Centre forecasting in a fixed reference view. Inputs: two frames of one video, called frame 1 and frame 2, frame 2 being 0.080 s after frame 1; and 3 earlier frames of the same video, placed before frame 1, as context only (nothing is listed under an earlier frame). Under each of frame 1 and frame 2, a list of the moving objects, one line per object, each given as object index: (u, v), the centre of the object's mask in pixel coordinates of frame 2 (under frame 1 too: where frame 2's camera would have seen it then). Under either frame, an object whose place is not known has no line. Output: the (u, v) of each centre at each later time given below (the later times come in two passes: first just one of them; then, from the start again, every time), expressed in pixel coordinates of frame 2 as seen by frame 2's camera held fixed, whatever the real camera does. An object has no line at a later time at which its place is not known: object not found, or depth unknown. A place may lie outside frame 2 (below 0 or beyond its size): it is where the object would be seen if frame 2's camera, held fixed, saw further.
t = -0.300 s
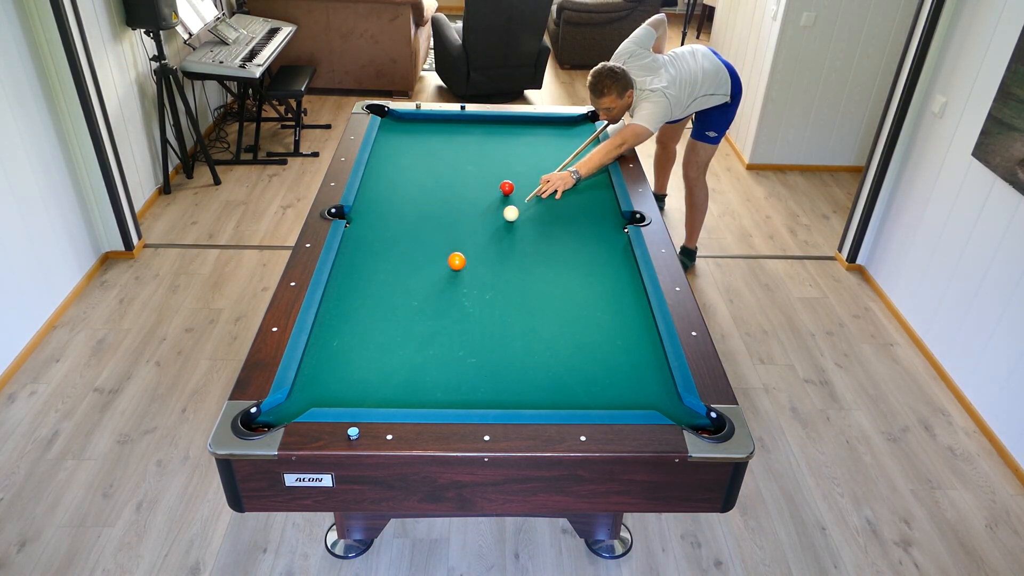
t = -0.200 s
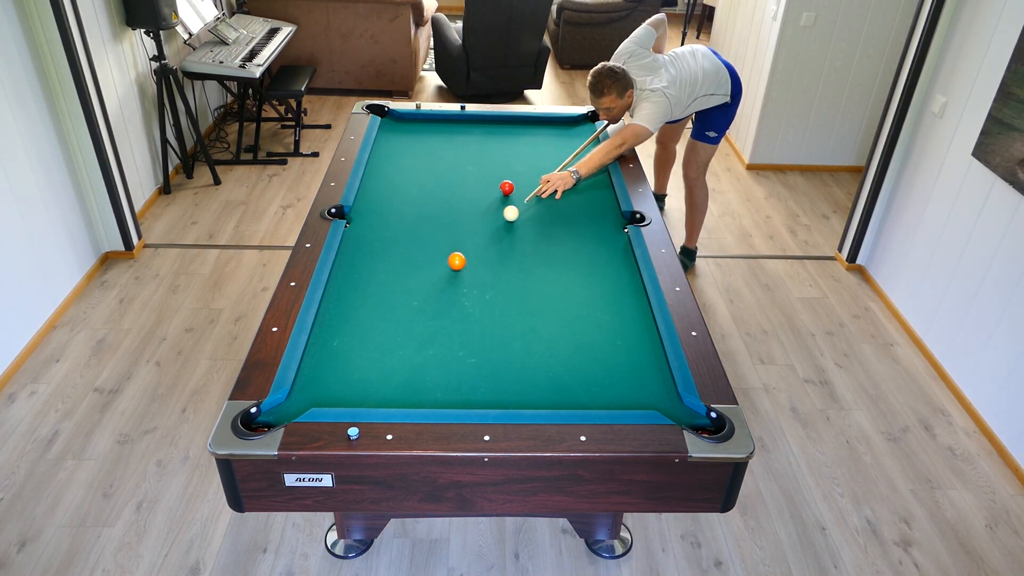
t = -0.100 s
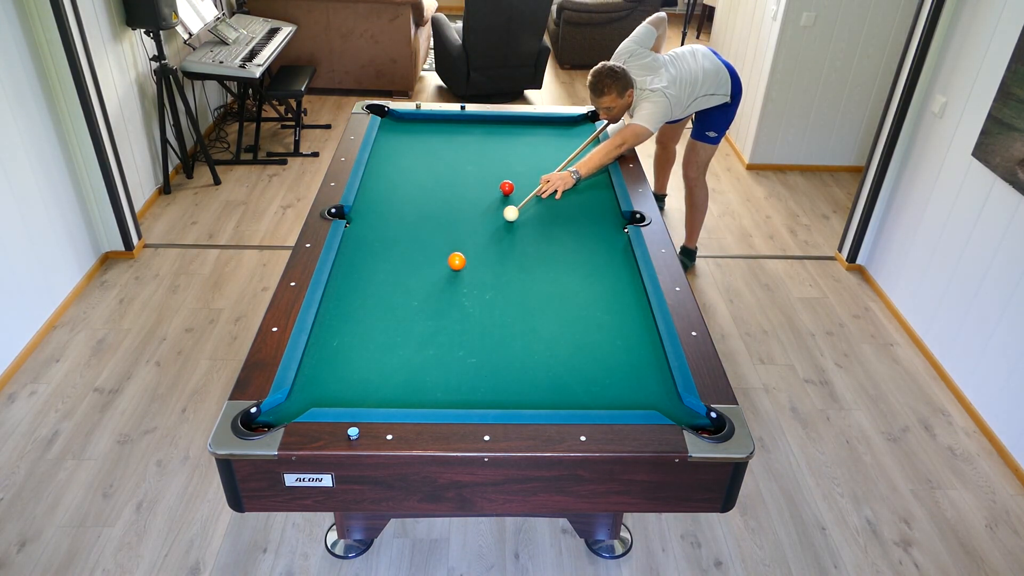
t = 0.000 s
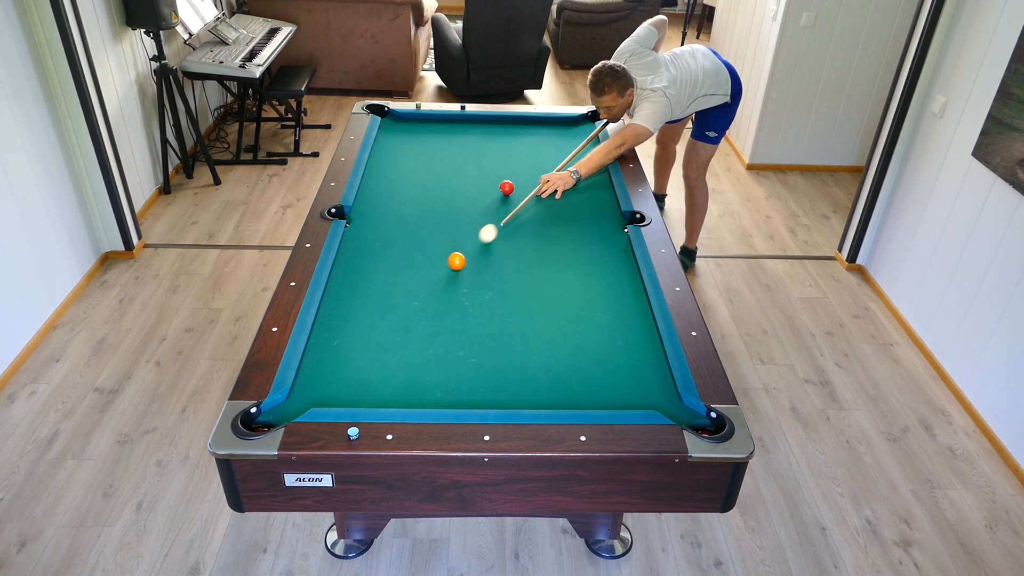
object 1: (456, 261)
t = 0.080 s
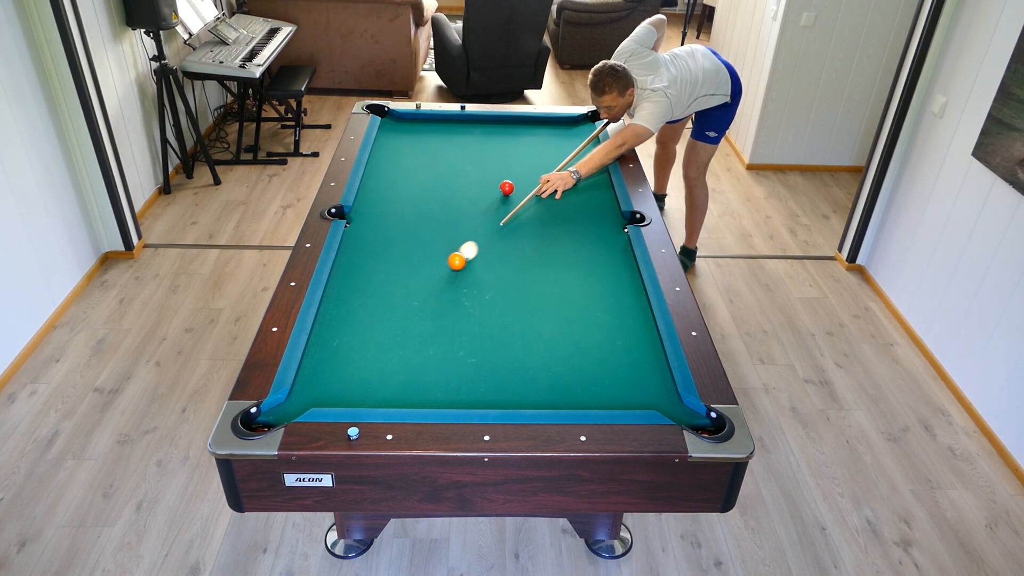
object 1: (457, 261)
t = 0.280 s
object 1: (415, 300)
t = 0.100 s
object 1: (454, 264)
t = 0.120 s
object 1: (450, 267)
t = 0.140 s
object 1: (445, 272)
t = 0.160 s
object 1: (441, 276)
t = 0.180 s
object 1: (436, 280)
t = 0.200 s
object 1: (432, 284)
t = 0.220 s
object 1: (427, 288)
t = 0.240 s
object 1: (423, 292)
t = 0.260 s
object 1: (419, 296)
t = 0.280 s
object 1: (415, 300)
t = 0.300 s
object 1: (411, 303)
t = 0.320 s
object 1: (407, 307)
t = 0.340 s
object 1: (403, 311)
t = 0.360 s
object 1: (398, 315)
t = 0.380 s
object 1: (394, 319)
